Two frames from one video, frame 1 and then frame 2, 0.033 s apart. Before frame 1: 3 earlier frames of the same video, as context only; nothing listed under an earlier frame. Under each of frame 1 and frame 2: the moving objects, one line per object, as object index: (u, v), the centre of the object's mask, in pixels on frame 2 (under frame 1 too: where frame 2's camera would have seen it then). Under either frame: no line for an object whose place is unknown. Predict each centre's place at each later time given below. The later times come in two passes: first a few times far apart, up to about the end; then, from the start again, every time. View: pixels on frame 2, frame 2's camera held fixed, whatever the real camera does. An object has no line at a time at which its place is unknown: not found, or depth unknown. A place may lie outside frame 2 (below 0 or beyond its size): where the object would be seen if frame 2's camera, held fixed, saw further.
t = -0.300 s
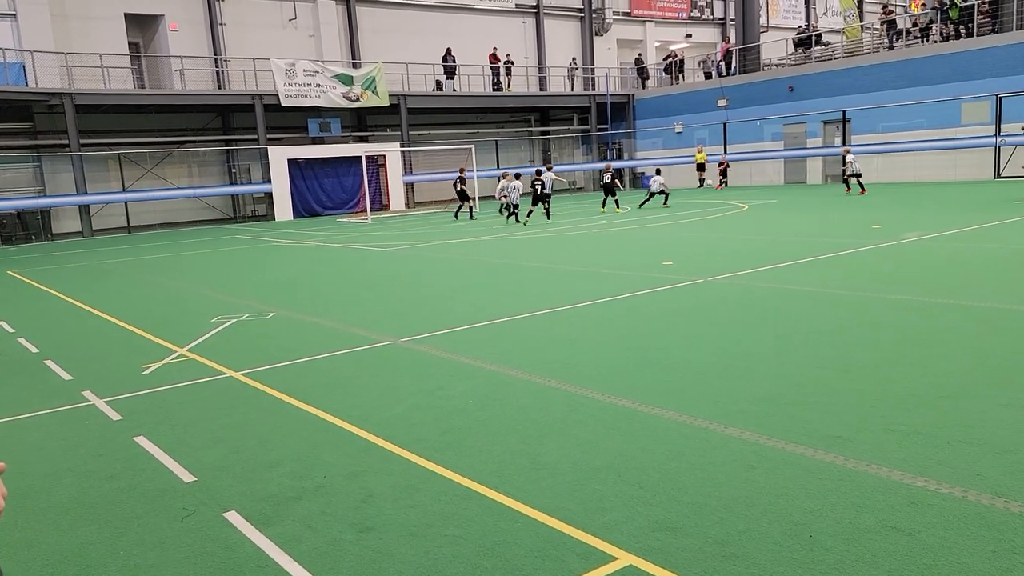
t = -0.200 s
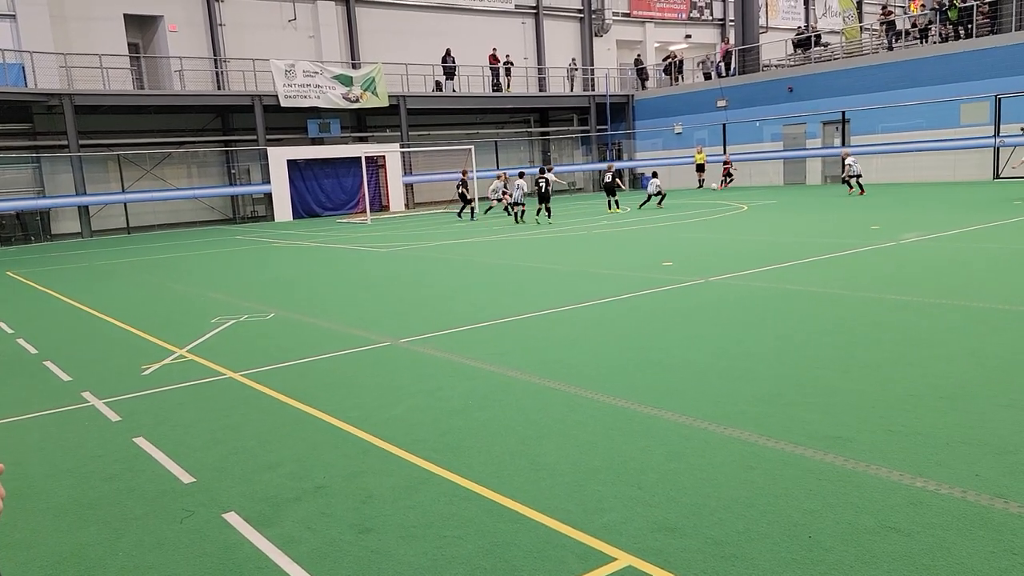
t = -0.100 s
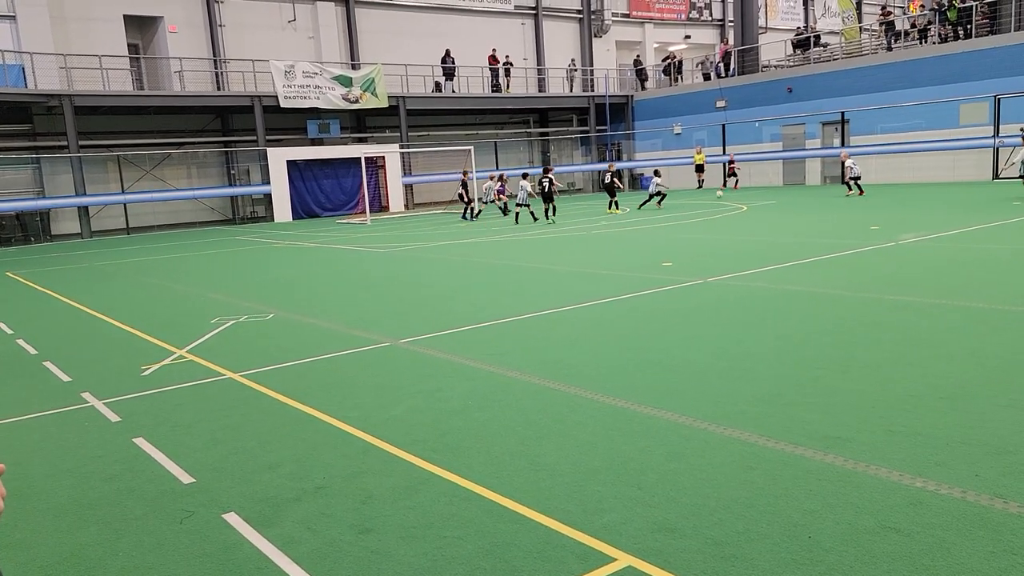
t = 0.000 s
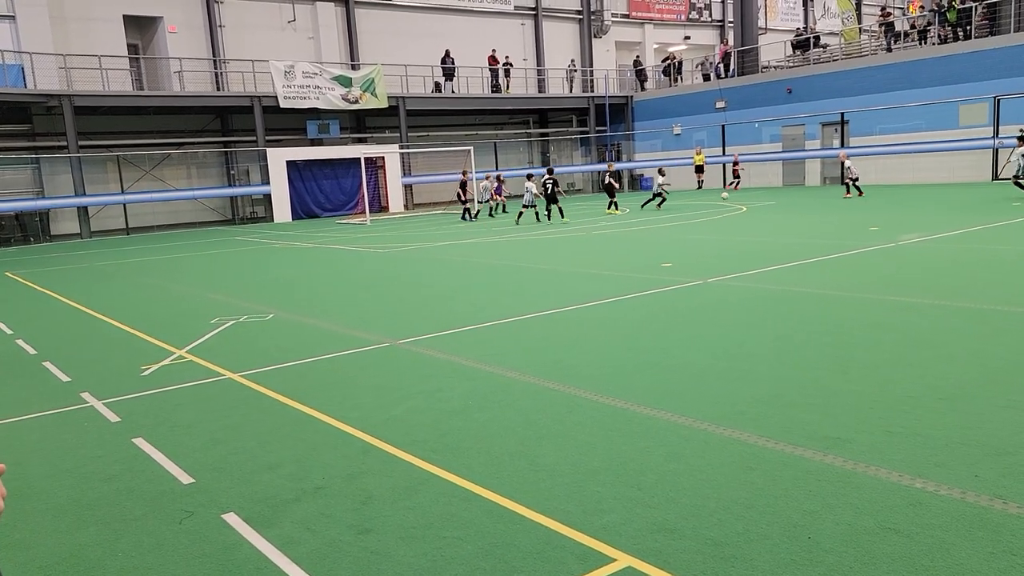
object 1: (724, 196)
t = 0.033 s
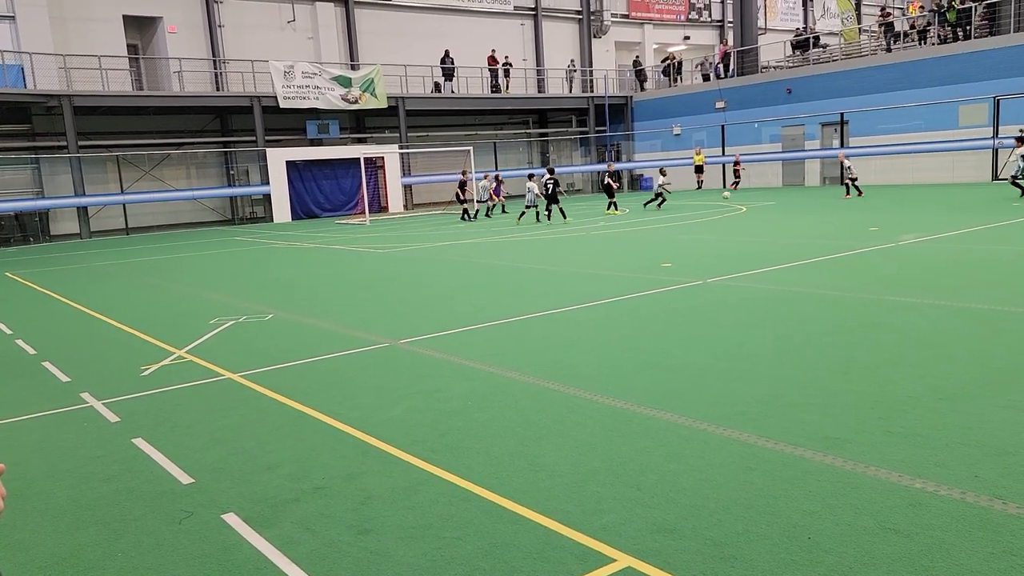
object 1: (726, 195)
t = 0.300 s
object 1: (745, 206)
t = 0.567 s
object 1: (771, 209)
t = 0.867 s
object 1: (807, 220)
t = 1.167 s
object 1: (852, 234)
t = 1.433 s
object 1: (904, 254)
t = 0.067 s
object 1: (728, 195)
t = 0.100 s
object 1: (730, 195)
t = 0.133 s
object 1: (732, 195)
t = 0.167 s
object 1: (735, 196)
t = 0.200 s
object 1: (737, 198)
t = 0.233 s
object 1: (740, 200)
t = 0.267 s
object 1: (742, 202)
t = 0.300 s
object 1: (745, 206)
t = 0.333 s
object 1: (749, 209)
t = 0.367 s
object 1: (752, 207)
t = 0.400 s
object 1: (755, 206)
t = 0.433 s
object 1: (757, 205)
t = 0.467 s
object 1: (761, 205)
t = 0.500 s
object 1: (764, 206)
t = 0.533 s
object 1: (767, 207)
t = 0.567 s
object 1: (771, 209)
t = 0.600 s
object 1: (775, 212)
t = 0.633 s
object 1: (779, 215)
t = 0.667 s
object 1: (783, 220)
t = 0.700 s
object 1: (787, 219)
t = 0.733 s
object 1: (791, 218)
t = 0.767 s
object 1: (795, 217)
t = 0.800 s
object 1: (799, 217)
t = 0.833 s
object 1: (803, 218)
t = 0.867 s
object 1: (807, 220)
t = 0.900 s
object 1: (812, 222)
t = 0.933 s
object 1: (817, 226)
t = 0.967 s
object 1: (822, 231)
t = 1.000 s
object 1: (827, 232)
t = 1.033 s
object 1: (831, 230)
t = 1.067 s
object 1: (836, 230)
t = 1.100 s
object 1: (841, 230)
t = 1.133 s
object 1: (847, 232)
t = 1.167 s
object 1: (852, 234)
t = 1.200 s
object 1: (858, 237)
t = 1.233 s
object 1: (865, 242)
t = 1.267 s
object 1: (870, 246)
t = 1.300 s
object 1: (876, 246)
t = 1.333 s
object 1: (882, 246)
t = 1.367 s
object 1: (889, 248)
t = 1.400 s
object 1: (896, 250)
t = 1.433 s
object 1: (904, 254)
